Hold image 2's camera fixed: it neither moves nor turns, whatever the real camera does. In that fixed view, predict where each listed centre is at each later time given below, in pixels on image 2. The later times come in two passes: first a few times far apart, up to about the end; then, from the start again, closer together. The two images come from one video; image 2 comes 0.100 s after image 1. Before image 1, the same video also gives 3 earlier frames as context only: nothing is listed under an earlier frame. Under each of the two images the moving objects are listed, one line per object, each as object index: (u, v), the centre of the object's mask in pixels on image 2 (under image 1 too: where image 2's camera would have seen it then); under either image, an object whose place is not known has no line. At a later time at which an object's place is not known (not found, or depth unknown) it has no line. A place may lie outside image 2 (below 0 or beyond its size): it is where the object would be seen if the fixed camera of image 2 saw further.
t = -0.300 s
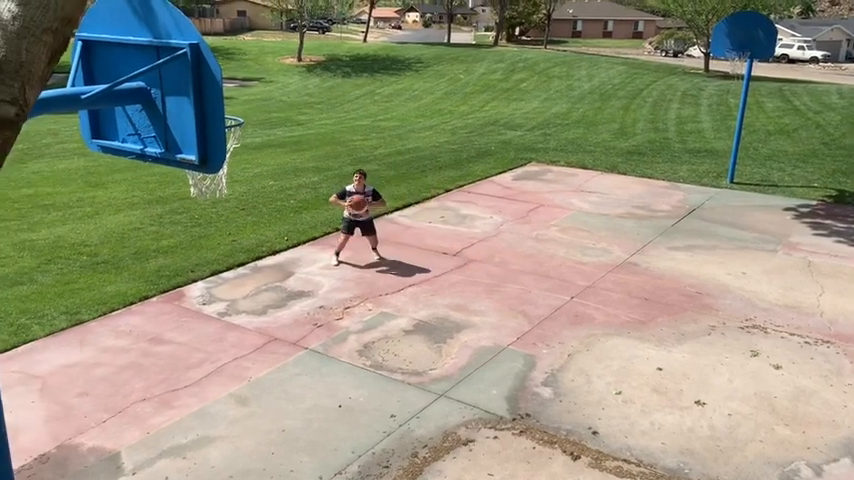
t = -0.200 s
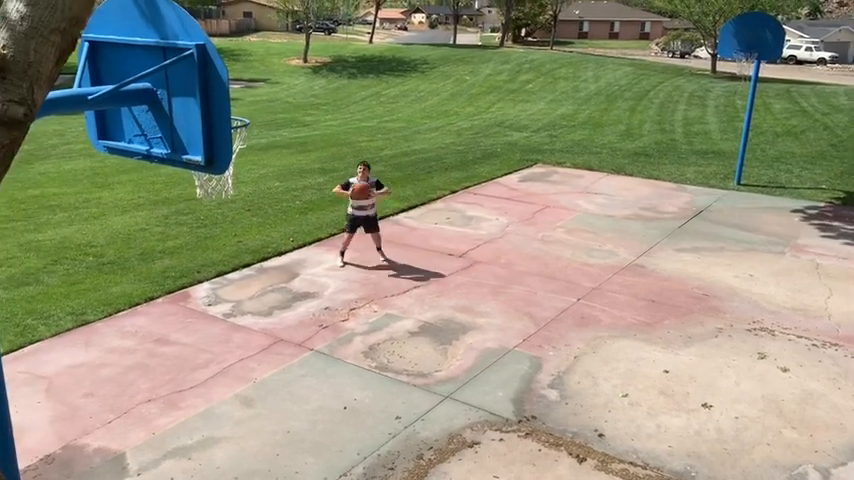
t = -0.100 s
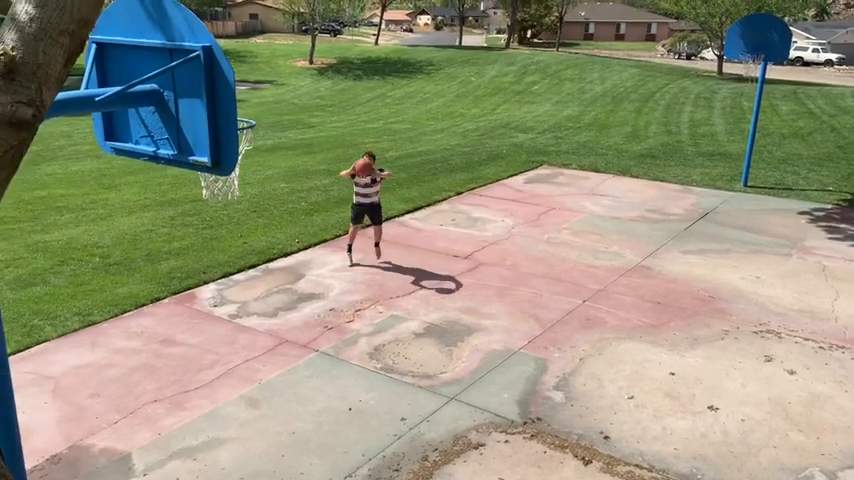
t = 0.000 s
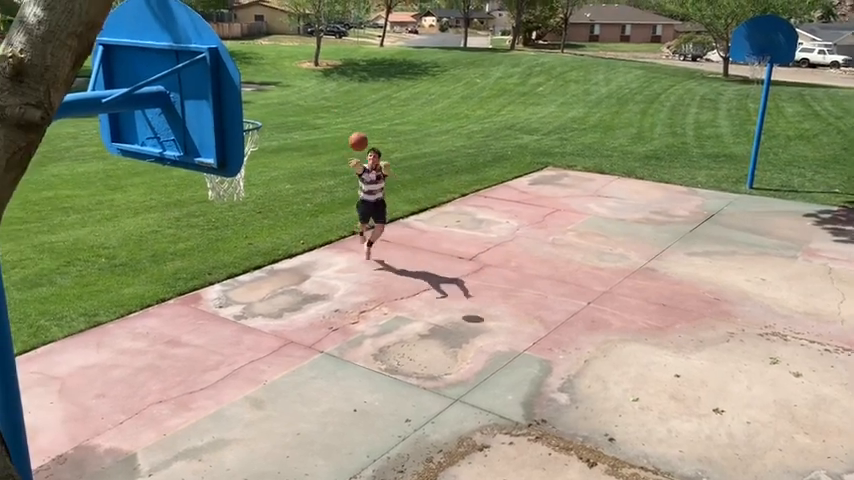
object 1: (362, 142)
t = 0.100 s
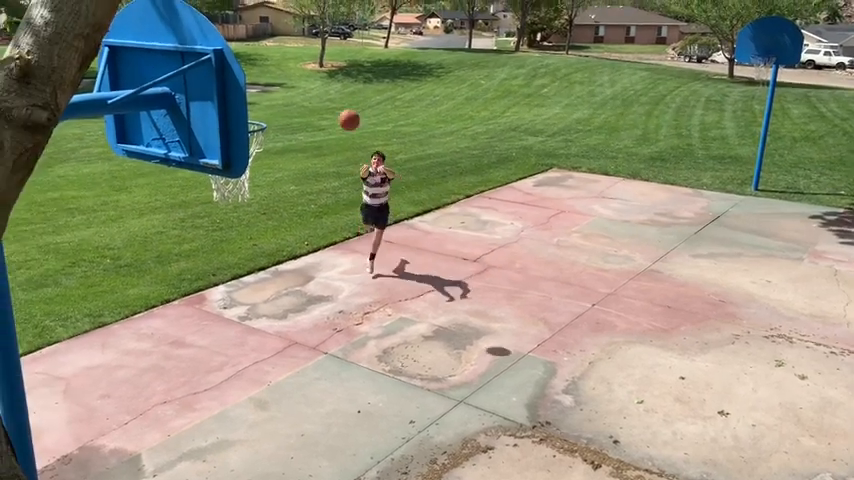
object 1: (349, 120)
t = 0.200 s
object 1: (332, 101)
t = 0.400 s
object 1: (288, 89)
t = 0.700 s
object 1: (253, 166)
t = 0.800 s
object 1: (244, 202)
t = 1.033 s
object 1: (250, 287)
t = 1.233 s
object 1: (245, 267)
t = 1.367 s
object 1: (238, 205)
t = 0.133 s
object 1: (344, 113)
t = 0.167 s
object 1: (338, 107)
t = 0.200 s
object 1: (332, 101)
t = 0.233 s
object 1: (326, 97)
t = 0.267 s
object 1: (320, 93)
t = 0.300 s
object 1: (312, 90)
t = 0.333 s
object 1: (305, 89)
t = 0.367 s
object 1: (297, 88)
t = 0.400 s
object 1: (288, 89)
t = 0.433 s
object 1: (278, 92)
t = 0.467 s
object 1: (268, 97)
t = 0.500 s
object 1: (259, 103)
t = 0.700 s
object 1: (253, 166)
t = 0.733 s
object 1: (252, 175)
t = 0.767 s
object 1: (252, 186)
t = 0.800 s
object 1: (244, 202)
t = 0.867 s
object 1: (245, 223)
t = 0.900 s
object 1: (247, 236)
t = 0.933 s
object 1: (247, 248)
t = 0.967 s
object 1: (248, 261)
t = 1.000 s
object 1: (249, 274)
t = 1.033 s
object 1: (250, 287)
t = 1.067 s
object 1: (250, 299)
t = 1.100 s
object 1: (250, 312)
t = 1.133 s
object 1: (252, 326)
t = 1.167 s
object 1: (249, 307)
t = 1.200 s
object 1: (247, 287)
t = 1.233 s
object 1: (245, 267)
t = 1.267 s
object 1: (243, 250)
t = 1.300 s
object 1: (241, 233)
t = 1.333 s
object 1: (240, 217)
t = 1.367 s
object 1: (238, 205)
